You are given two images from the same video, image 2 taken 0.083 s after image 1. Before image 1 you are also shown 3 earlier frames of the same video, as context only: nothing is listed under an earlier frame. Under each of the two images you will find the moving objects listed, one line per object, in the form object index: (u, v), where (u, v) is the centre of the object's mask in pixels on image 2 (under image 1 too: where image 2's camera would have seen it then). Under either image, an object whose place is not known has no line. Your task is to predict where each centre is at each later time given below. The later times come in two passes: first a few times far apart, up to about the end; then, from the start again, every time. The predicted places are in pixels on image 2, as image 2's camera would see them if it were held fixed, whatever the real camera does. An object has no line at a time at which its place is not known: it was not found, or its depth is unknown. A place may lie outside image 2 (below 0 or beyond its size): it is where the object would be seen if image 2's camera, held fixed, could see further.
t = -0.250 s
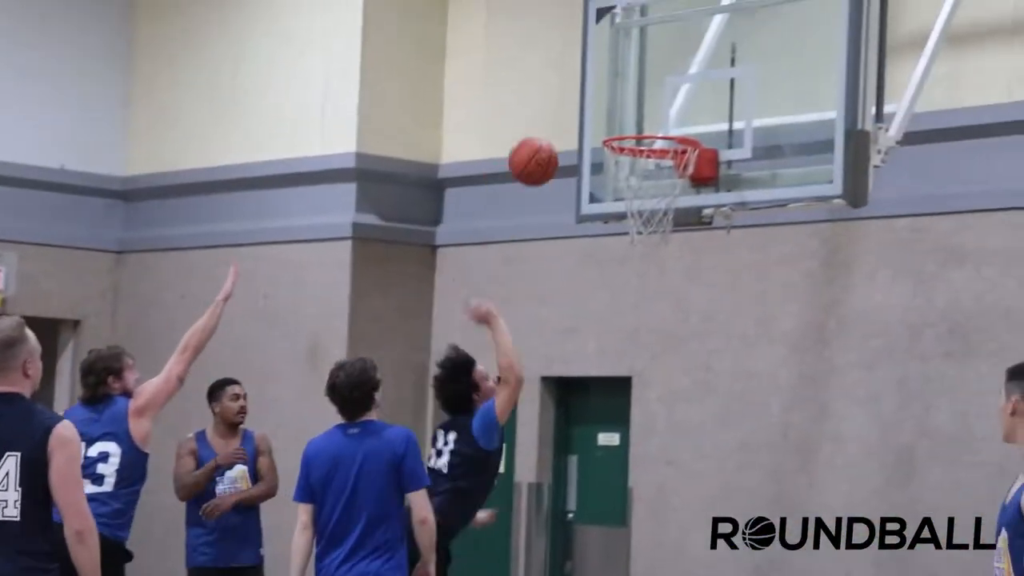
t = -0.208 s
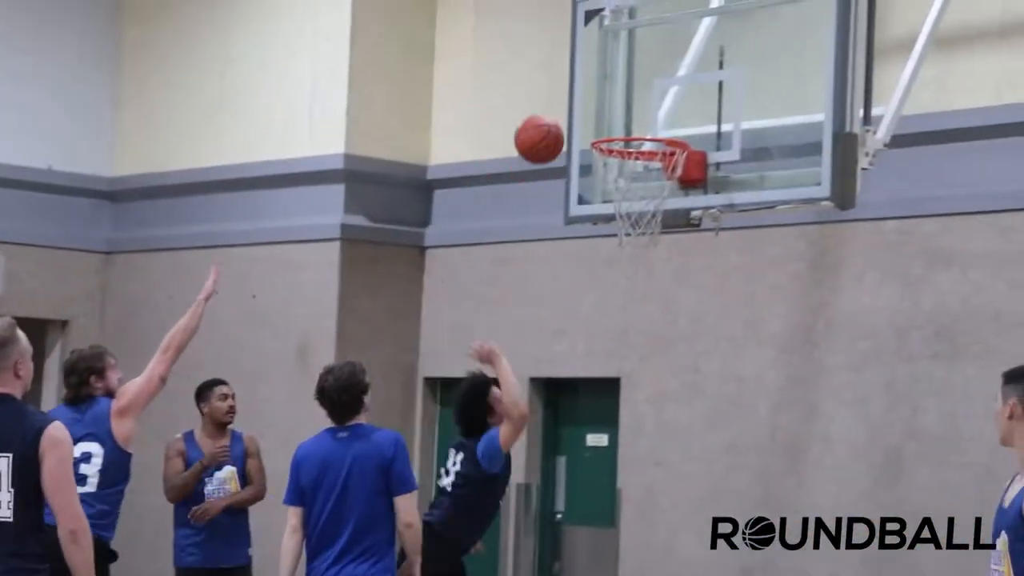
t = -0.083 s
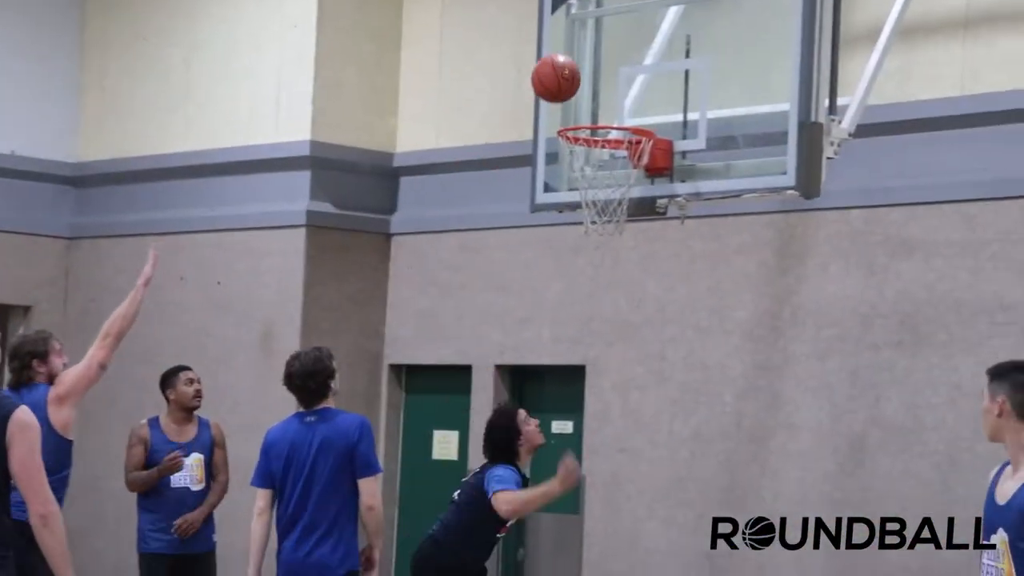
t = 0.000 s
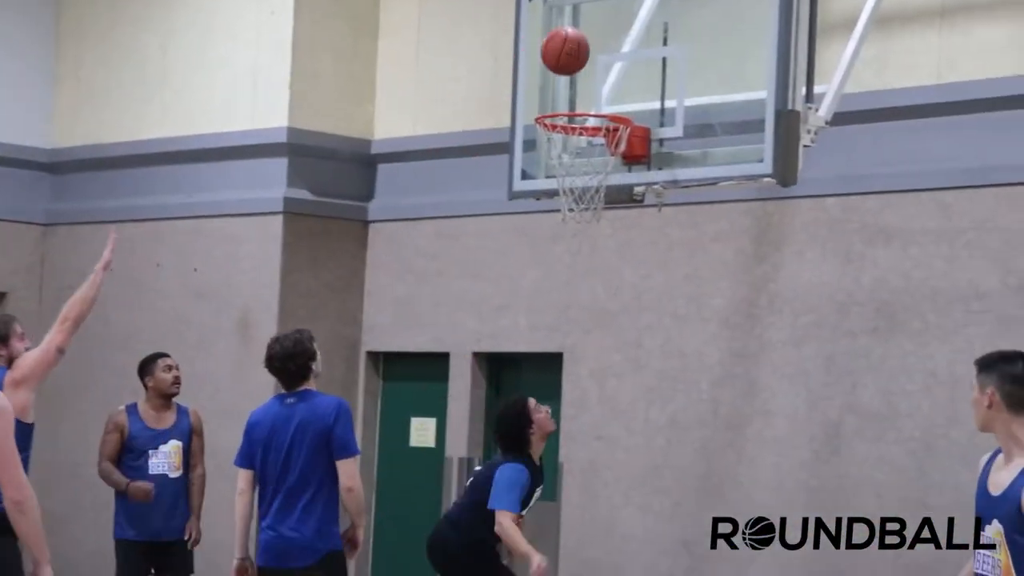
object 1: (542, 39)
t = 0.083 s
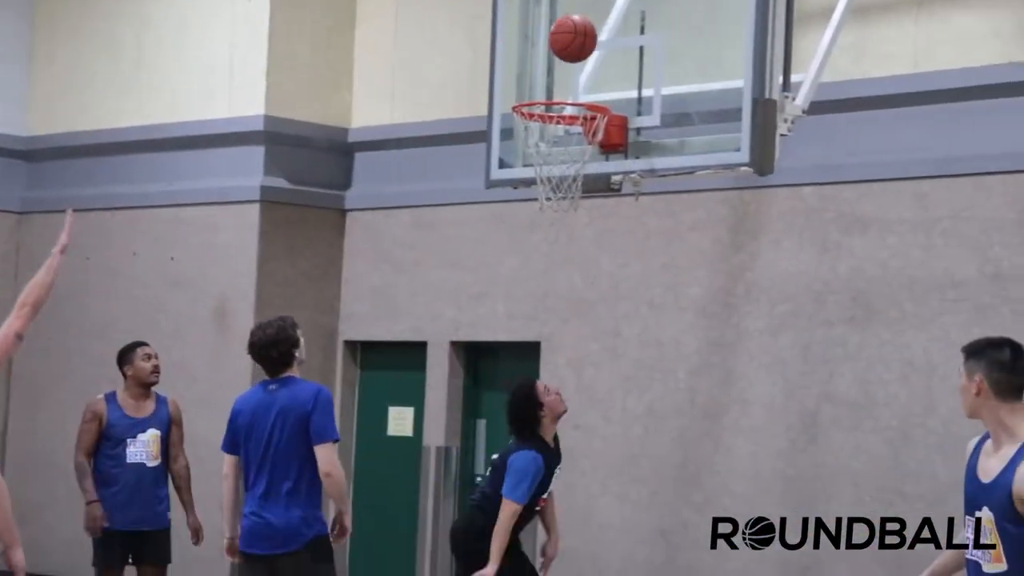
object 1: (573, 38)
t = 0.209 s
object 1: (611, 59)
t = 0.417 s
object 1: (559, 115)
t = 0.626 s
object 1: (517, 161)
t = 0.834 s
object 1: (521, 218)
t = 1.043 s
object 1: (526, 359)
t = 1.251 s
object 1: (529, 586)
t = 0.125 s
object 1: (587, 43)
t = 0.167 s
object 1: (602, 50)
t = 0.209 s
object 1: (611, 59)
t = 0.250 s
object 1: (602, 65)
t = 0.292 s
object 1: (592, 76)
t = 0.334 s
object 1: (583, 86)
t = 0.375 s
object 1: (572, 107)
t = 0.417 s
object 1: (559, 115)
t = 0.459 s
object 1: (546, 127)
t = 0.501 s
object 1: (533, 140)
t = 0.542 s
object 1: (523, 150)
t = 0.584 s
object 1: (518, 156)
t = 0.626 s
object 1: (517, 161)
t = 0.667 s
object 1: (517, 166)
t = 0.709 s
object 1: (517, 175)
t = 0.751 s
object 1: (518, 185)
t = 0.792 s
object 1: (520, 200)
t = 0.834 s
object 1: (521, 218)
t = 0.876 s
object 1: (522, 240)
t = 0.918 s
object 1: (523, 265)
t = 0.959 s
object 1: (524, 293)
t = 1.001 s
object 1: (525, 324)
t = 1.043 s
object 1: (526, 359)
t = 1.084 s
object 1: (526, 397)
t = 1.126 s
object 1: (528, 438)
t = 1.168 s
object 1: (528, 484)
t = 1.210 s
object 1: (529, 533)
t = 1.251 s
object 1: (529, 586)
